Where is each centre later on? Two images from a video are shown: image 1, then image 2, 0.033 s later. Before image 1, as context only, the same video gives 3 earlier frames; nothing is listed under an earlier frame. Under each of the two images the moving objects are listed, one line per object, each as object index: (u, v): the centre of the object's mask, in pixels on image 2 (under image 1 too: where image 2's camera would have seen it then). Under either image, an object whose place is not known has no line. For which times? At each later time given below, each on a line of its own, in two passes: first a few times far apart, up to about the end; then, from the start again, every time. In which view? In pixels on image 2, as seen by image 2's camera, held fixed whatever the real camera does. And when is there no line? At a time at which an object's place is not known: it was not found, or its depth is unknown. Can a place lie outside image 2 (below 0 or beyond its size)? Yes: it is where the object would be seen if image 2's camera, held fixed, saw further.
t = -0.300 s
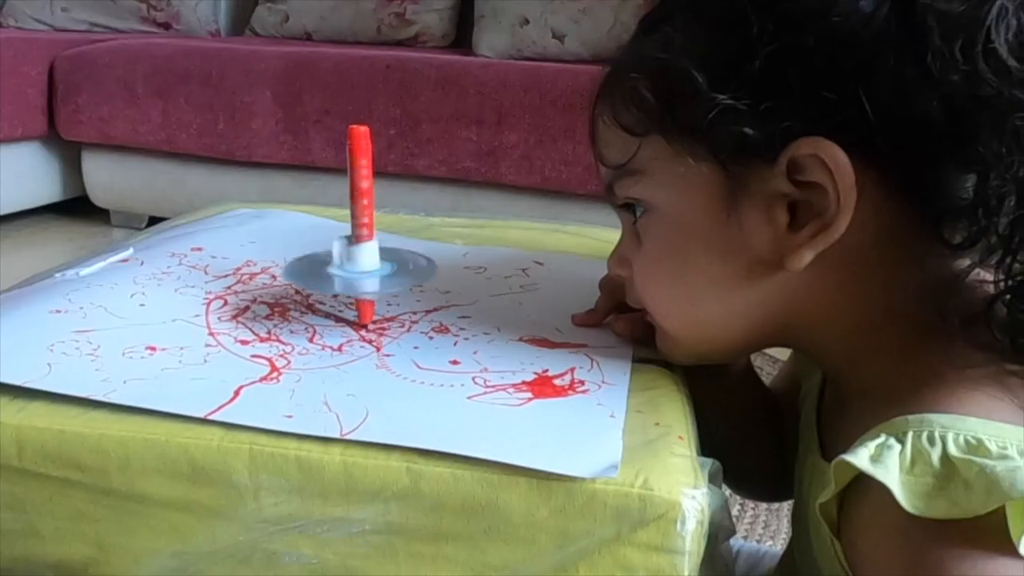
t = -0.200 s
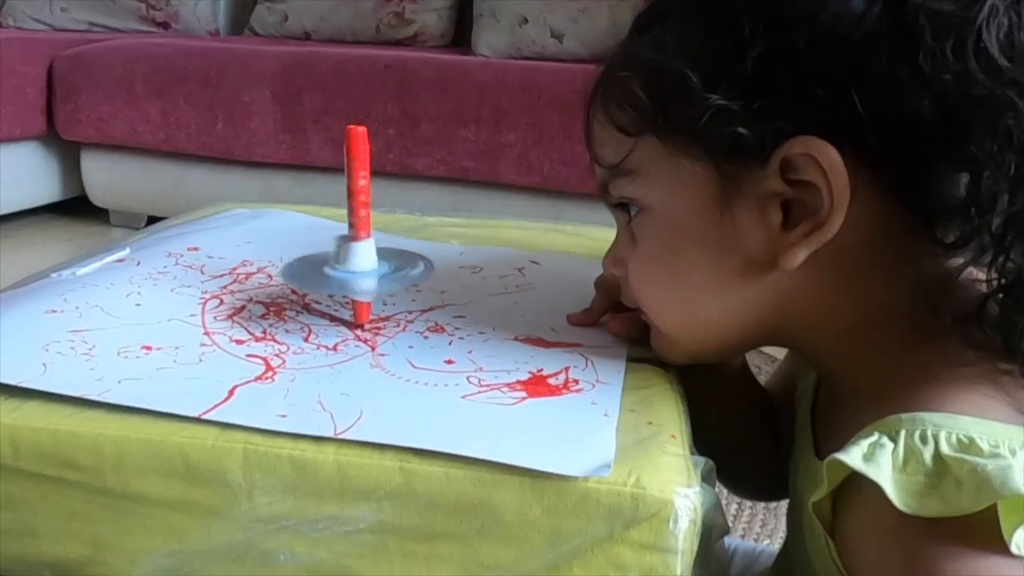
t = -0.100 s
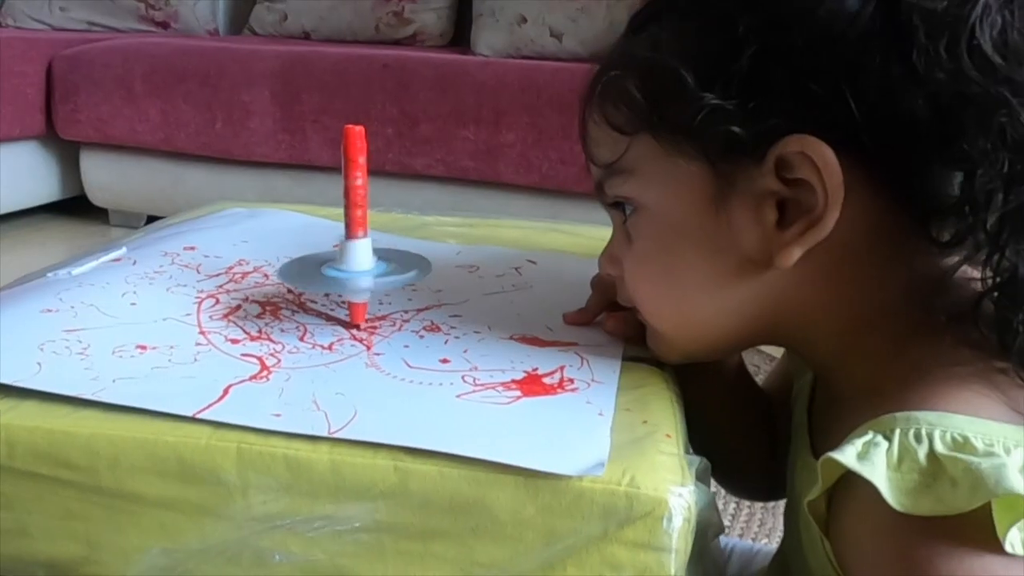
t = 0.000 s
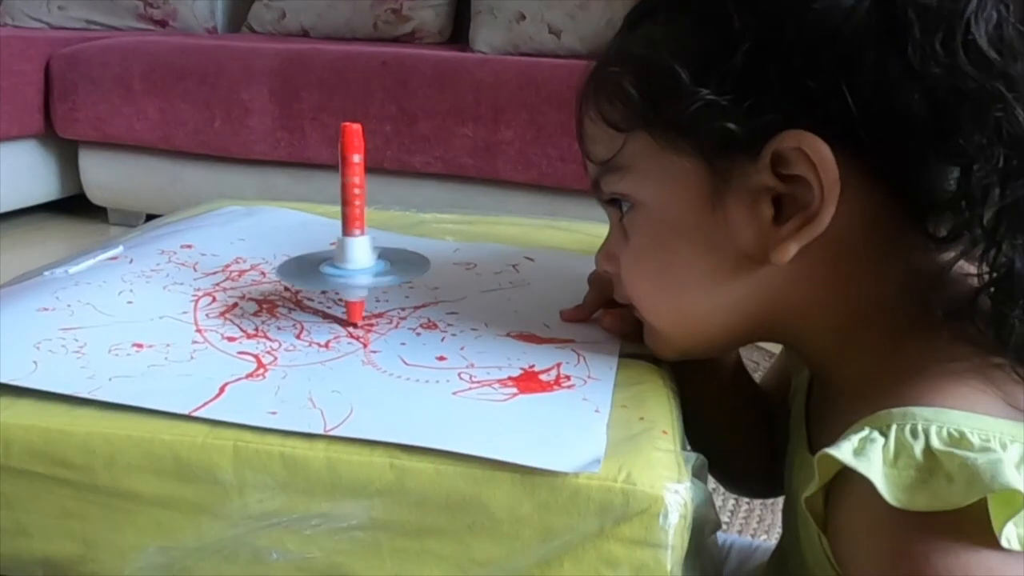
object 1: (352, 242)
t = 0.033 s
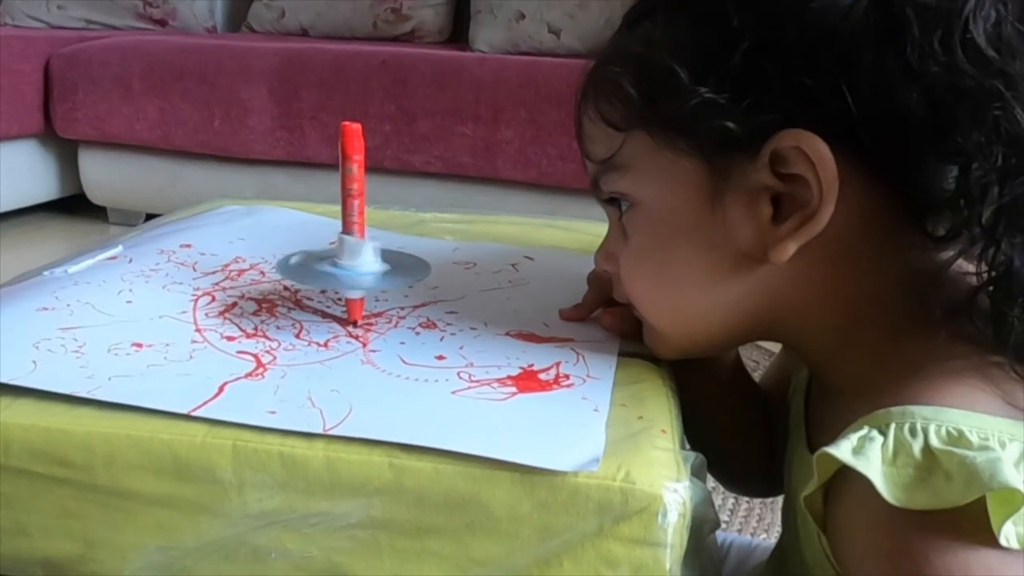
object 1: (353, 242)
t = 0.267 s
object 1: (356, 245)
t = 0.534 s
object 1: (361, 245)
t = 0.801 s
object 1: (366, 244)
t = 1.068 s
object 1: (371, 242)
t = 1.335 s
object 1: (373, 243)
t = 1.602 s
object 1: (376, 243)
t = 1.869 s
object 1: (382, 240)
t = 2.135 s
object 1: (386, 243)
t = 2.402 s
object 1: (393, 240)
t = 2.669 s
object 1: (397, 242)
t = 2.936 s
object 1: (404, 239)
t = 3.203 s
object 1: (407, 241)
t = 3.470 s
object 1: (412, 237)
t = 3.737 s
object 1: (417, 238)
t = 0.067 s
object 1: (353, 245)
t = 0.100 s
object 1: (354, 242)
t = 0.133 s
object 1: (355, 243)
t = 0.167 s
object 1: (355, 245)
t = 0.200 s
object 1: (357, 243)
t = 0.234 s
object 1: (356, 245)
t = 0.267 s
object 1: (356, 245)
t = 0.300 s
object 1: (358, 243)
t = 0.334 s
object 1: (358, 245)
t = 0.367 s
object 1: (358, 244)
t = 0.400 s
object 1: (360, 243)
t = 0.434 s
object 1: (359, 245)
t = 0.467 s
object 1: (360, 243)
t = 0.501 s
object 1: (361, 243)
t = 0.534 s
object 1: (361, 245)
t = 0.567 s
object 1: (362, 242)
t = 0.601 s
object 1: (363, 243)
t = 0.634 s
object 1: (363, 245)
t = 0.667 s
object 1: (364, 242)
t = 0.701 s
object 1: (365, 244)
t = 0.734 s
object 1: (365, 244)
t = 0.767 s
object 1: (366, 242)
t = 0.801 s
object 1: (366, 244)
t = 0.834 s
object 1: (367, 244)
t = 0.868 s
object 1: (368, 242)
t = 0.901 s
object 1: (368, 245)
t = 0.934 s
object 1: (368, 244)
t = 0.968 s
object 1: (370, 242)
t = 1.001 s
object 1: (369, 244)
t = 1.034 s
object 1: (370, 243)
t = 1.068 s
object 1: (371, 242)
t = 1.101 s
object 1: (370, 244)
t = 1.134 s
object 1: (371, 243)
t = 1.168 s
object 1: (372, 241)
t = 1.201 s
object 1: (372, 244)
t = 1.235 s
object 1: (372, 243)
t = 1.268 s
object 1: (373, 241)
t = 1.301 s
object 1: (372, 244)
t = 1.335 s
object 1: (373, 243)
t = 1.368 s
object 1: (374, 241)
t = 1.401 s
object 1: (373, 243)
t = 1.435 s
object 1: (373, 243)
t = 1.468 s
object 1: (375, 241)
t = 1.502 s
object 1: (375, 243)
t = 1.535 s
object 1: (375, 242)
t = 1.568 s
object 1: (377, 240)
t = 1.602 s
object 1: (376, 243)
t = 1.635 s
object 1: (377, 242)
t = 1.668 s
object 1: (378, 241)
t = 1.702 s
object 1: (378, 243)
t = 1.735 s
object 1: (378, 243)
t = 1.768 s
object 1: (380, 241)
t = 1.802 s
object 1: (380, 243)
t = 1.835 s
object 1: (380, 243)
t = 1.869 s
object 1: (382, 240)
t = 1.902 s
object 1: (381, 242)
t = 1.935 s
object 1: (382, 242)
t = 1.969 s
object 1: (383, 240)
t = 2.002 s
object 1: (384, 242)
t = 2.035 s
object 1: (384, 242)
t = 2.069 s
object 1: (386, 240)
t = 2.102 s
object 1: (386, 241)
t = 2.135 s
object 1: (386, 243)
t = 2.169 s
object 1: (388, 240)
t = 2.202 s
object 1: (388, 241)
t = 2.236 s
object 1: (388, 243)
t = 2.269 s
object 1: (390, 241)
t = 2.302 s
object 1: (391, 241)
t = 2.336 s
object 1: (389, 243)
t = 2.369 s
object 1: (391, 241)
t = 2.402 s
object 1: (393, 240)
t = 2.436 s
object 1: (392, 242)
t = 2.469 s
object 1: (392, 241)
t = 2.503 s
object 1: (394, 240)
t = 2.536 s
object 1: (395, 242)
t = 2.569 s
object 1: (395, 242)
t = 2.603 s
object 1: (397, 240)
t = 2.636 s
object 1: (397, 242)
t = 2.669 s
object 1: (397, 242)
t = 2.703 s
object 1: (399, 239)
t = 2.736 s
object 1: (400, 240)
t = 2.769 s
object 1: (399, 242)
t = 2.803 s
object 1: (400, 239)
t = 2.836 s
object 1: (402, 239)
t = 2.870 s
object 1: (401, 241)
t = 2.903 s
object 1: (402, 240)
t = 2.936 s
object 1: (404, 239)
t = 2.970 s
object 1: (403, 241)
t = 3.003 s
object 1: (403, 240)
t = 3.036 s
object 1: (405, 238)
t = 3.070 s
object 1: (405, 239)
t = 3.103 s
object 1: (405, 241)
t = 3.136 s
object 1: (406, 238)
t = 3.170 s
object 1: (407, 239)
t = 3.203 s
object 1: (407, 241)
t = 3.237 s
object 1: (408, 239)
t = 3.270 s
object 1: (409, 238)
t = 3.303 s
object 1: (409, 241)
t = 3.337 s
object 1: (409, 240)
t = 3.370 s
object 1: (411, 238)
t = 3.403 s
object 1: (411, 239)
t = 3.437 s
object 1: (411, 240)
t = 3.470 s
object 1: (412, 237)
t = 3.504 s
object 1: (413, 237)
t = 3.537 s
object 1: (413, 239)
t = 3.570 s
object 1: (413, 238)
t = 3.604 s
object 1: (415, 237)
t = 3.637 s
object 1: (415, 239)
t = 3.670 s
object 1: (415, 240)
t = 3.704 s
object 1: (416, 237)
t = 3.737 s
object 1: (417, 238)
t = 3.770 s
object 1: (417, 240)
